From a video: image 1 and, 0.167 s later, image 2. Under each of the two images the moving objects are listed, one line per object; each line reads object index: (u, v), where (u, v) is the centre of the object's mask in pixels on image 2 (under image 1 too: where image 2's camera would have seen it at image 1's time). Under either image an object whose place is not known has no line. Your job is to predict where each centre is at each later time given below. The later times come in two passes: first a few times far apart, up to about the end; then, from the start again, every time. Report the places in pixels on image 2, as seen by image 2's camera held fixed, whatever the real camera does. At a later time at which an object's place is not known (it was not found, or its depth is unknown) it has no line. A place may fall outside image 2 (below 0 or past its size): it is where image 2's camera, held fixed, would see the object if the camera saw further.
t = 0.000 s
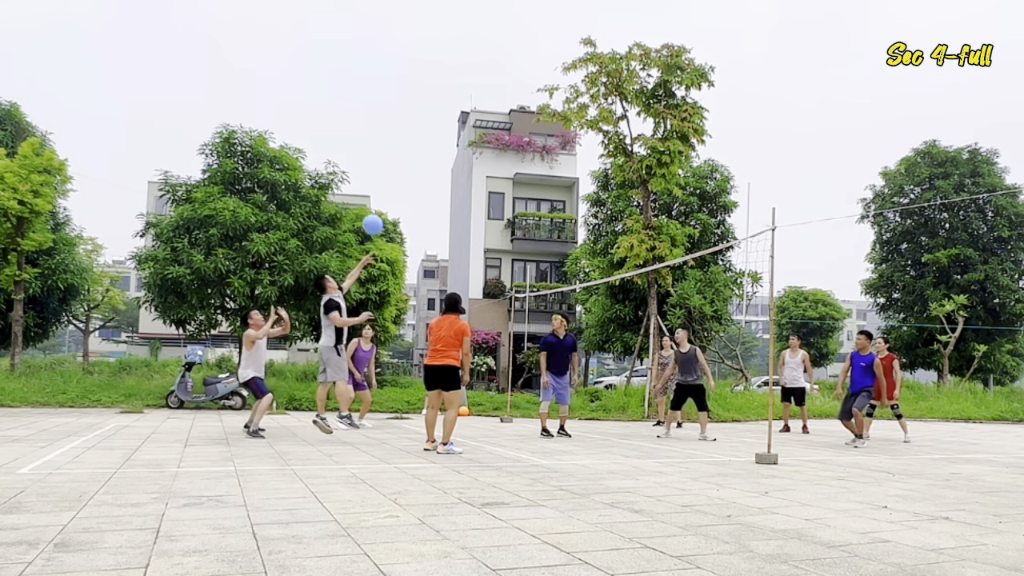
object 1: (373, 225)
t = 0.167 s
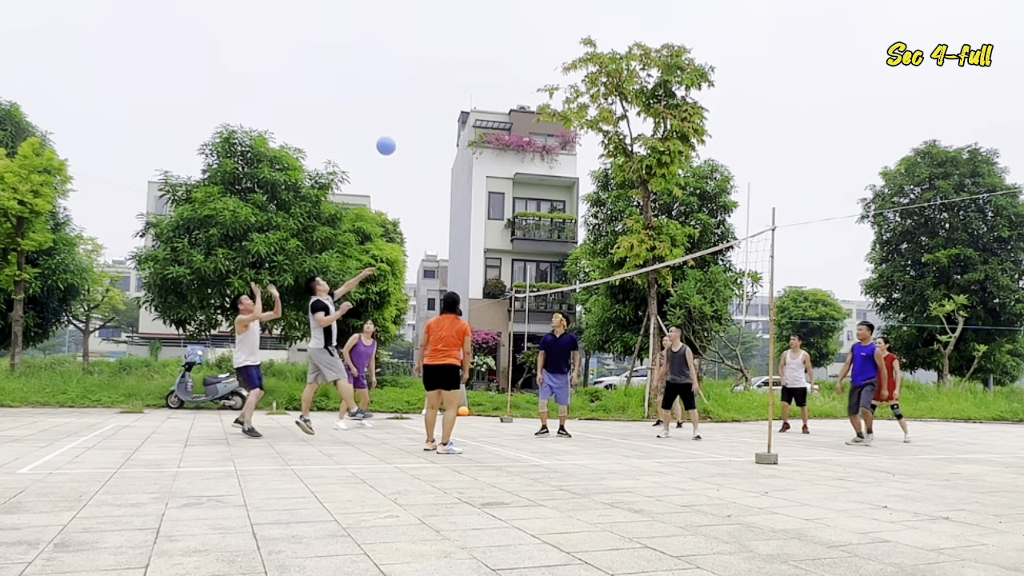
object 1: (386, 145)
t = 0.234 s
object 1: (390, 122)
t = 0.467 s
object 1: (402, 71)
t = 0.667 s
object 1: (410, 62)
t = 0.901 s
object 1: (417, 89)
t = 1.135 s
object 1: (422, 154)
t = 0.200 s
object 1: (388, 133)
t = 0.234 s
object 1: (390, 122)
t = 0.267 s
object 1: (392, 112)
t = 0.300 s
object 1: (394, 102)
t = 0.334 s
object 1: (396, 94)
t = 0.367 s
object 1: (397, 87)
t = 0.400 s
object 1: (399, 81)
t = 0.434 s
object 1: (400, 75)
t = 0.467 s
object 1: (402, 71)
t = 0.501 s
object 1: (403, 67)
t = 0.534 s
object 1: (405, 65)
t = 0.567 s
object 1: (406, 63)
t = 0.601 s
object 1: (407, 62)
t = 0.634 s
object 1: (409, 61)
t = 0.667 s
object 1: (410, 62)
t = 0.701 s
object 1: (411, 63)
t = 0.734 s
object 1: (412, 66)
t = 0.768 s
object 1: (413, 69)
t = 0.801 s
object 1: (414, 72)
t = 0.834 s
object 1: (415, 77)
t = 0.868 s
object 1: (416, 83)
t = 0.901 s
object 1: (417, 89)
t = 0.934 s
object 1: (418, 96)
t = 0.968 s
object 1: (419, 104)
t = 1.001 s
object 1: (420, 112)
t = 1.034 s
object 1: (420, 122)
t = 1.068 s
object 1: (421, 132)
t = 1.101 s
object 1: (421, 143)
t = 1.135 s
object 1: (422, 154)
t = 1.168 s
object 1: (422, 167)
